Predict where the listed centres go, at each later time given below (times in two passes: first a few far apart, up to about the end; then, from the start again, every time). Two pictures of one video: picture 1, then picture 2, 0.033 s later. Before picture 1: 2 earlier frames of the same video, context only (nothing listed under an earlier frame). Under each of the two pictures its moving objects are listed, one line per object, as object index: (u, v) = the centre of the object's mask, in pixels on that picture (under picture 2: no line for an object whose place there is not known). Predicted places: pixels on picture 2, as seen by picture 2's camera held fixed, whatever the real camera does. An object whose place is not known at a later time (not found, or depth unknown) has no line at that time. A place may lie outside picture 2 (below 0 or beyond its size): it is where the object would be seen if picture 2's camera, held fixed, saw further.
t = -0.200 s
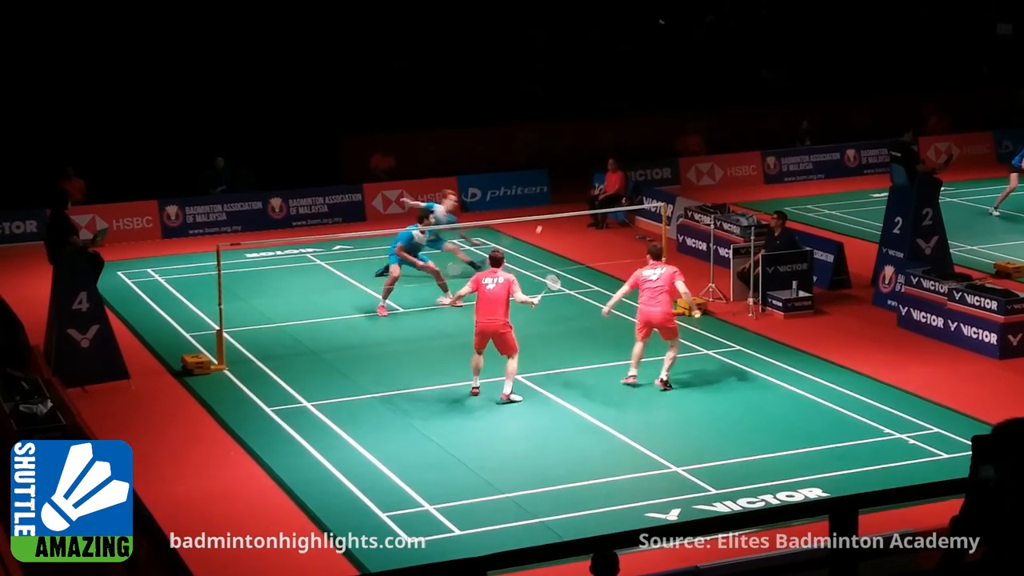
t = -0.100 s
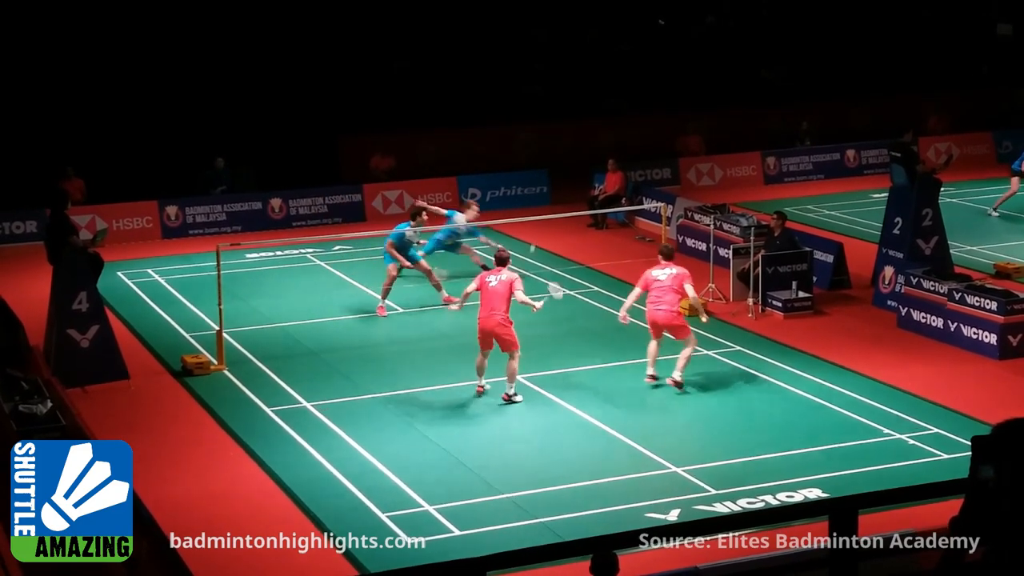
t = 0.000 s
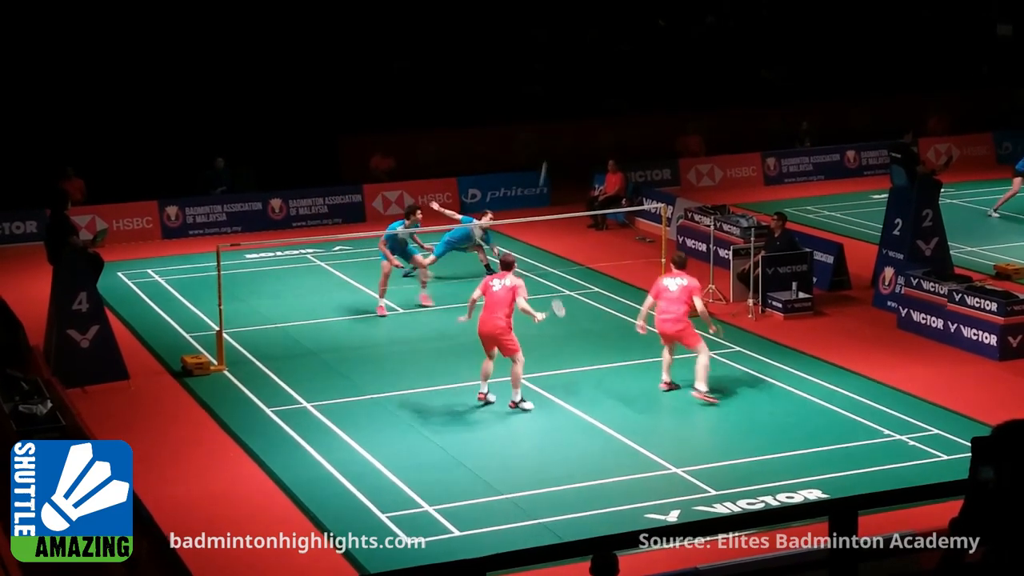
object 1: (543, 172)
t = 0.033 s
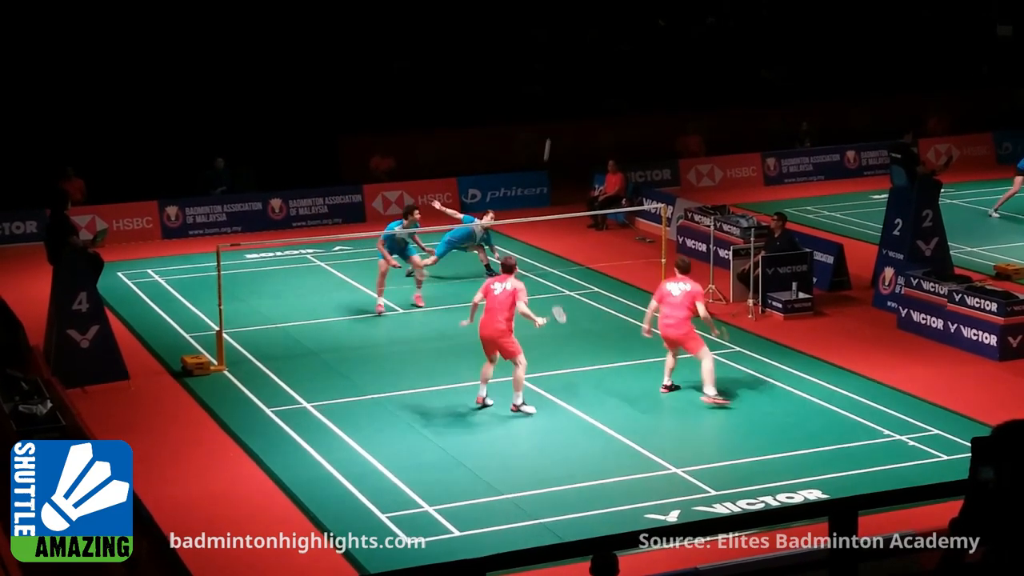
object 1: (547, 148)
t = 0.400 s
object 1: (575, 13)
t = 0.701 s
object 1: (588, 9)
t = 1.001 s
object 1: (595, 89)
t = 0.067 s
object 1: (550, 126)
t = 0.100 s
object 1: (552, 107)
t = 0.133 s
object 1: (556, 91)
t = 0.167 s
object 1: (557, 76)
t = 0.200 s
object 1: (561, 62)
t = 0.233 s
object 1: (565, 51)
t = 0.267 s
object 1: (566, 40)
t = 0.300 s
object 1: (569, 32)
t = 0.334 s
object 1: (571, 25)
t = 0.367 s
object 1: (574, 18)
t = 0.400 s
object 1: (575, 13)
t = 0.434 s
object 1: (577, 9)
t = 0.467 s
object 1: (579, 6)
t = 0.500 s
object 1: (580, 4)
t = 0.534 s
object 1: (581, 4)
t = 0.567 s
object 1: (583, 4)
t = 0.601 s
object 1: (584, 4)
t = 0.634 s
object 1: (585, 5)
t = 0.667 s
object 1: (587, 7)
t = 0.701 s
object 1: (588, 9)
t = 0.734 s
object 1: (589, 14)
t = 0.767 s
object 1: (590, 21)
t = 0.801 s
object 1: (591, 28)
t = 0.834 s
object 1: (592, 36)
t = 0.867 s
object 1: (593, 45)
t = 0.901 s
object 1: (593, 54)
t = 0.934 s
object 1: (593, 65)
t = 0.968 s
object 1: (594, 76)
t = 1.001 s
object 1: (595, 89)
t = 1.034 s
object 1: (595, 103)
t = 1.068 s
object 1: (595, 117)
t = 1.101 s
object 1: (596, 132)
